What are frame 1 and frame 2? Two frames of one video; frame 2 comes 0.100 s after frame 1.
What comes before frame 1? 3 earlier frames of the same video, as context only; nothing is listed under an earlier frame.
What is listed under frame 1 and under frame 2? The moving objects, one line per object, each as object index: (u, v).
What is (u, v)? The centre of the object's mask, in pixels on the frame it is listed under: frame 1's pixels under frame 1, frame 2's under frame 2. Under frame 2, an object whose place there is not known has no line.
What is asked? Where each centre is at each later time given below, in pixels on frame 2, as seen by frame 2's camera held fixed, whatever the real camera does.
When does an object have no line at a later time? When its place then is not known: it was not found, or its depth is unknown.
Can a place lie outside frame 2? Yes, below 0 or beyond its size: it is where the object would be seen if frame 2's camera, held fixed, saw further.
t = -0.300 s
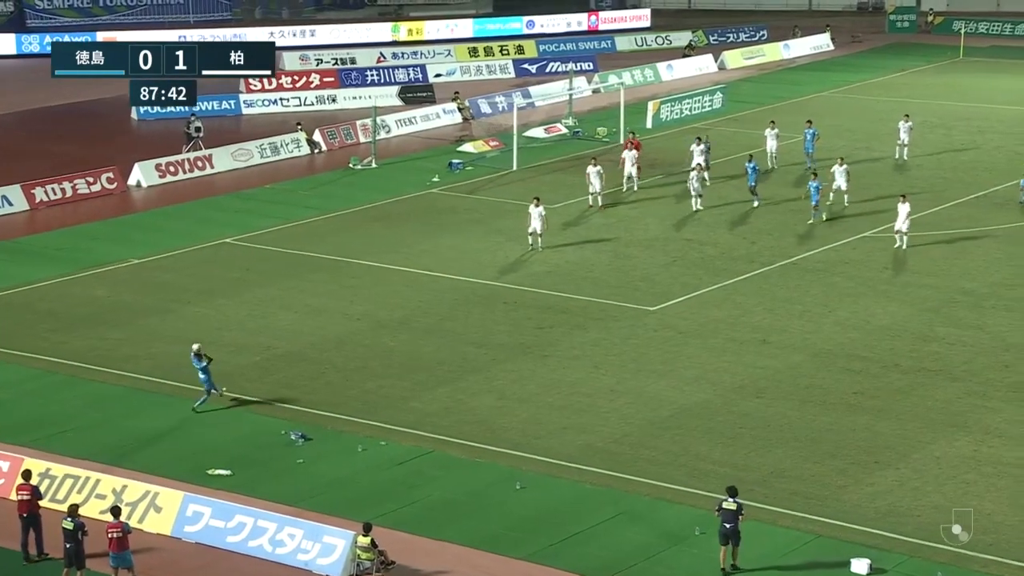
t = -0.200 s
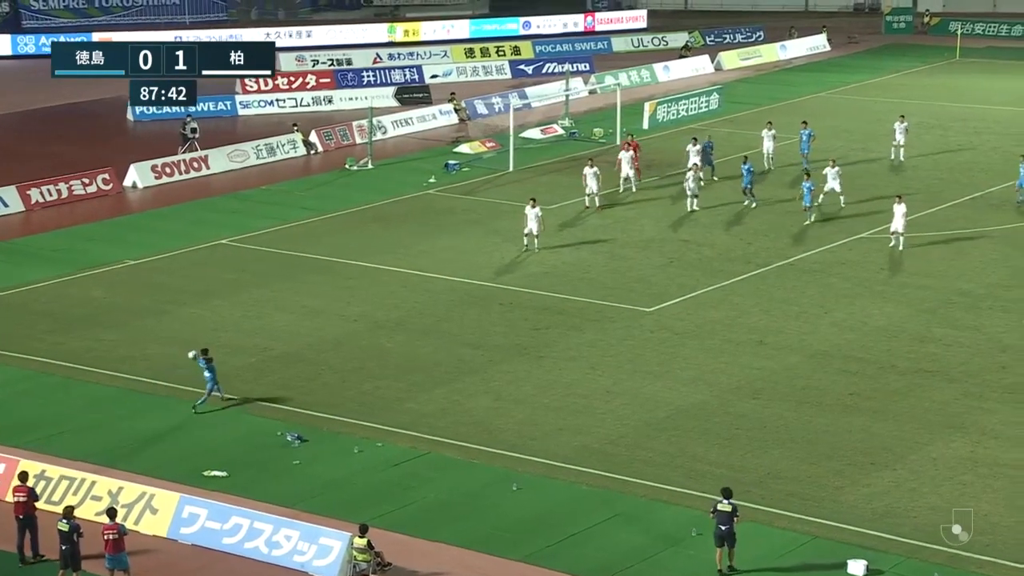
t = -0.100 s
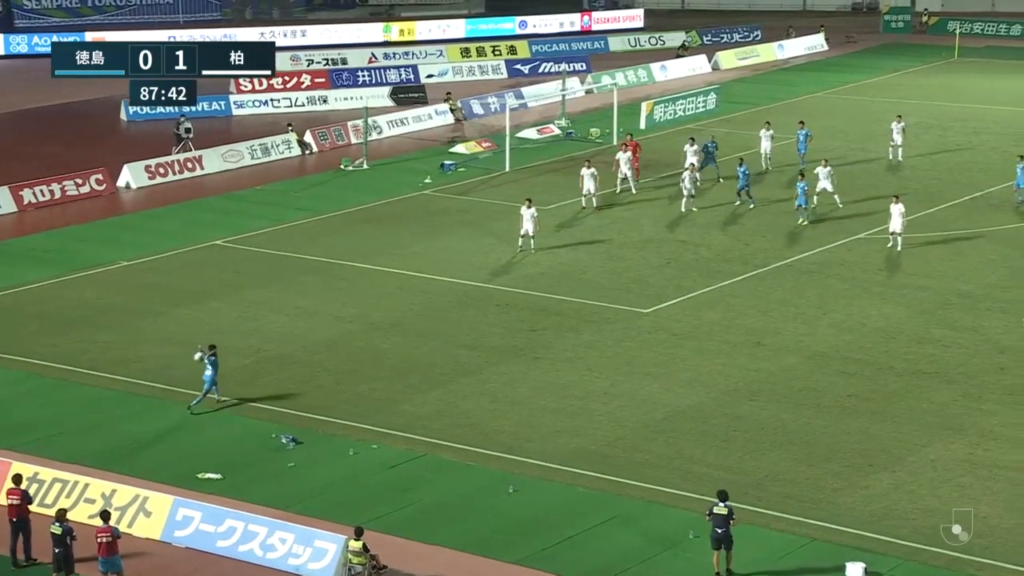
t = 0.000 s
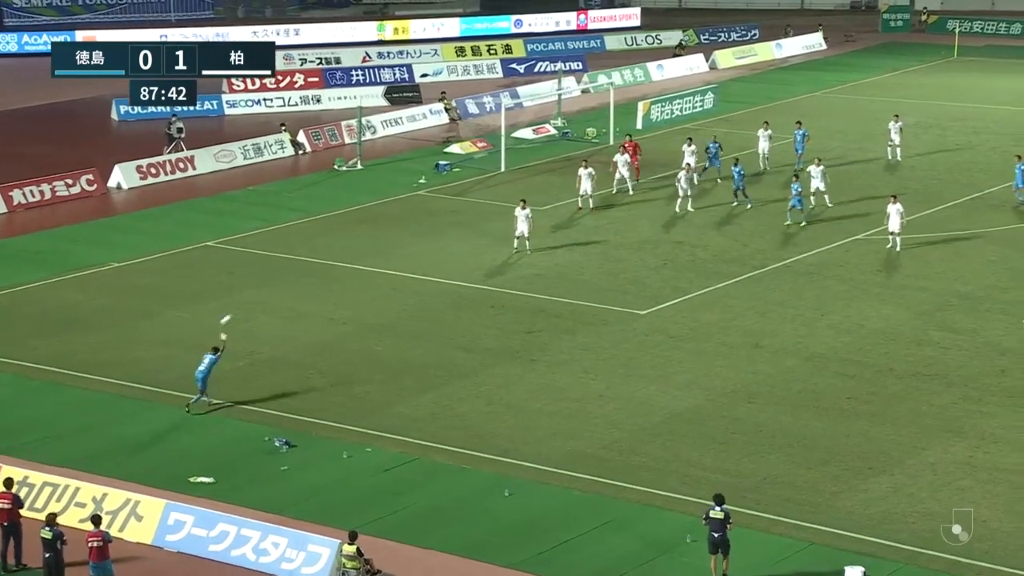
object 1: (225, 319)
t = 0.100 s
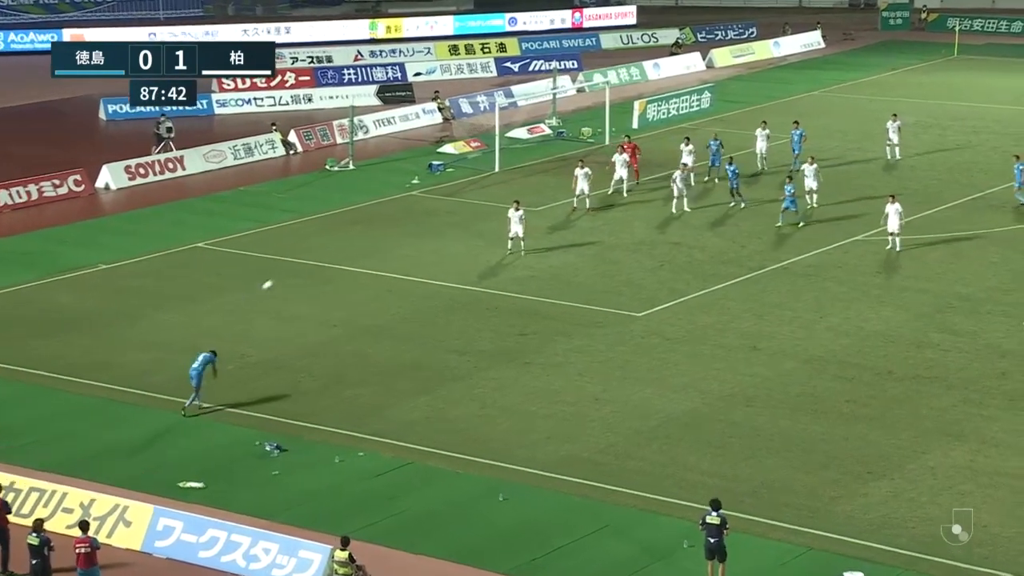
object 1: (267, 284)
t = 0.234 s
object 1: (328, 242)
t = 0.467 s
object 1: (417, 185)
